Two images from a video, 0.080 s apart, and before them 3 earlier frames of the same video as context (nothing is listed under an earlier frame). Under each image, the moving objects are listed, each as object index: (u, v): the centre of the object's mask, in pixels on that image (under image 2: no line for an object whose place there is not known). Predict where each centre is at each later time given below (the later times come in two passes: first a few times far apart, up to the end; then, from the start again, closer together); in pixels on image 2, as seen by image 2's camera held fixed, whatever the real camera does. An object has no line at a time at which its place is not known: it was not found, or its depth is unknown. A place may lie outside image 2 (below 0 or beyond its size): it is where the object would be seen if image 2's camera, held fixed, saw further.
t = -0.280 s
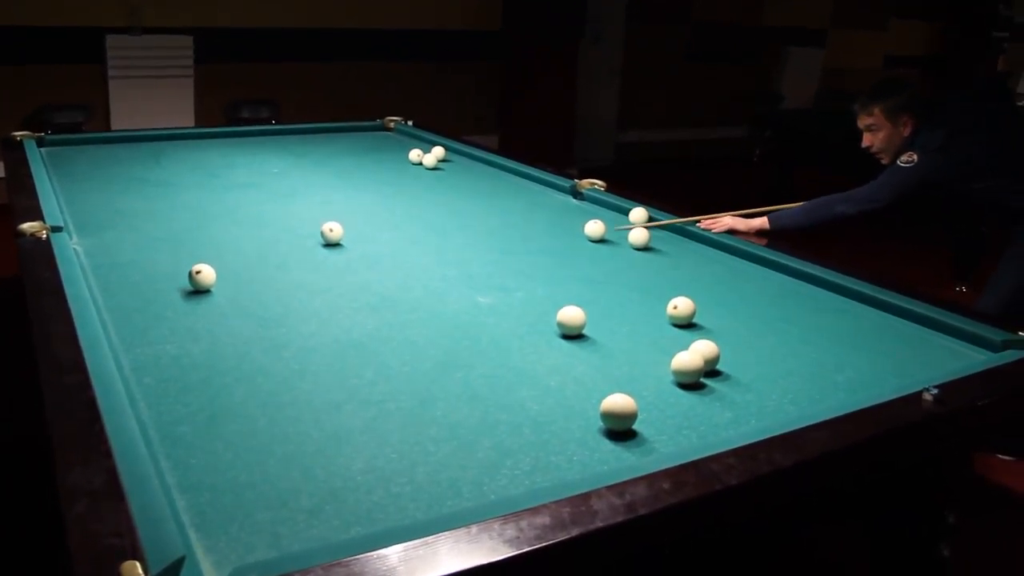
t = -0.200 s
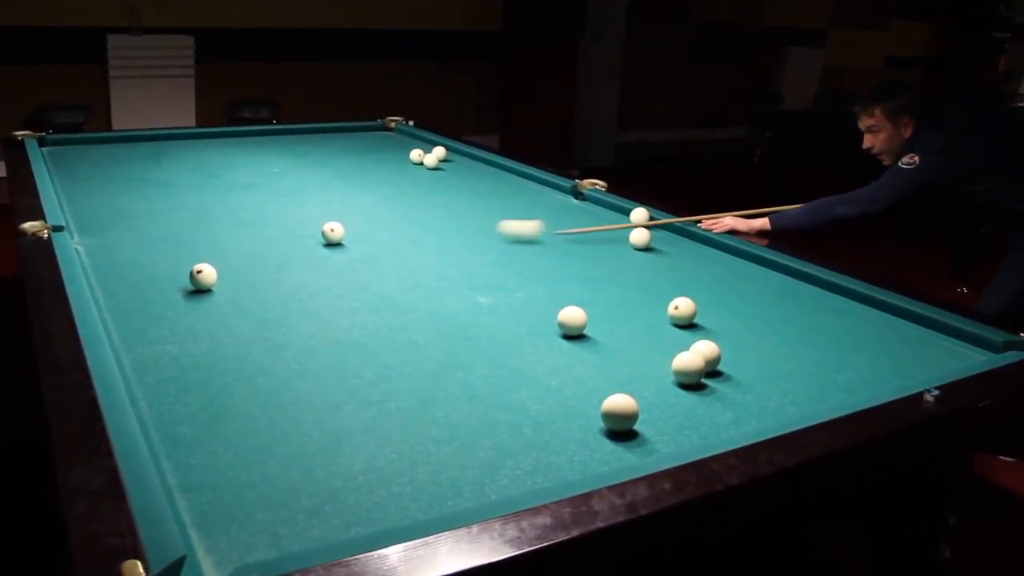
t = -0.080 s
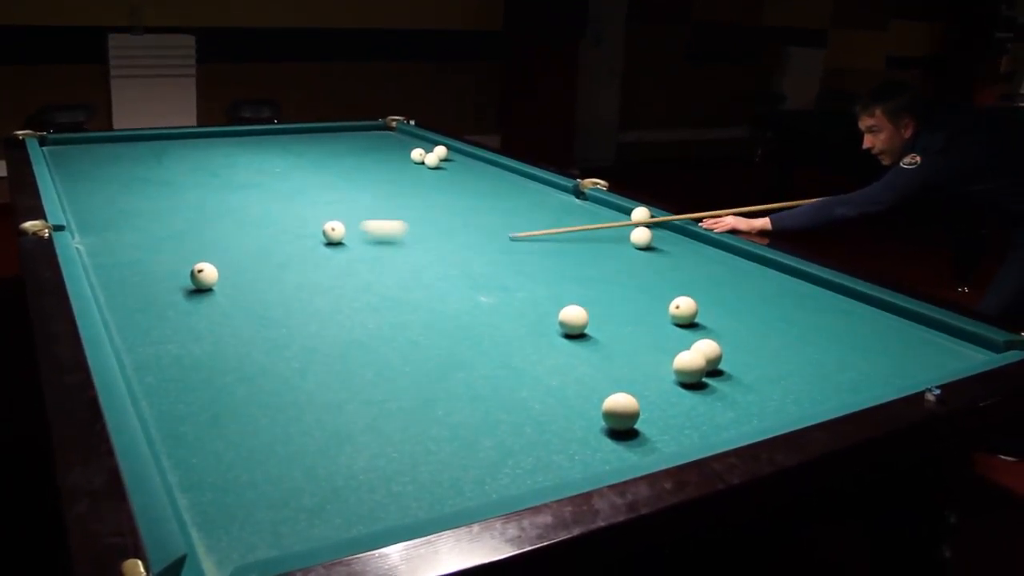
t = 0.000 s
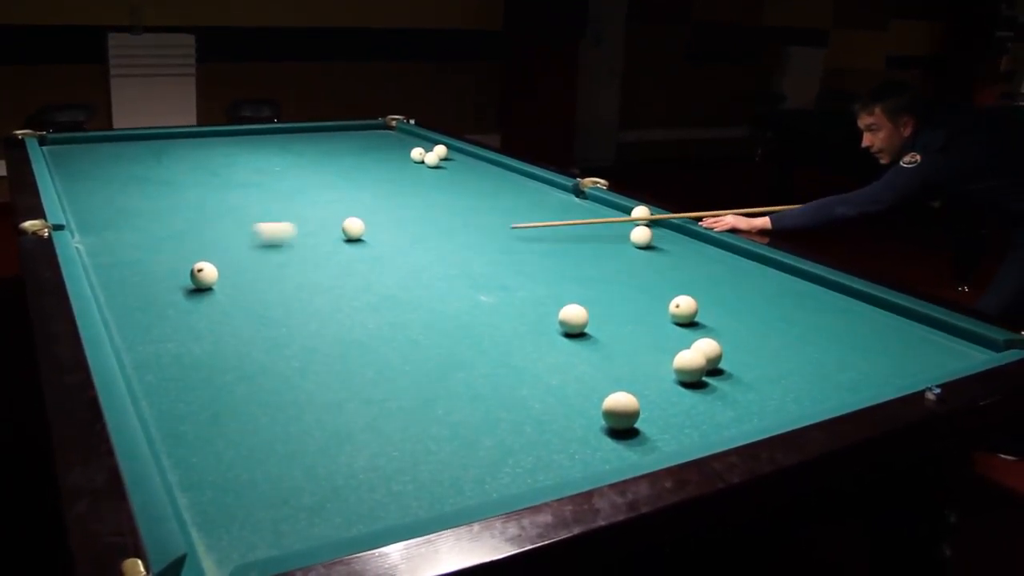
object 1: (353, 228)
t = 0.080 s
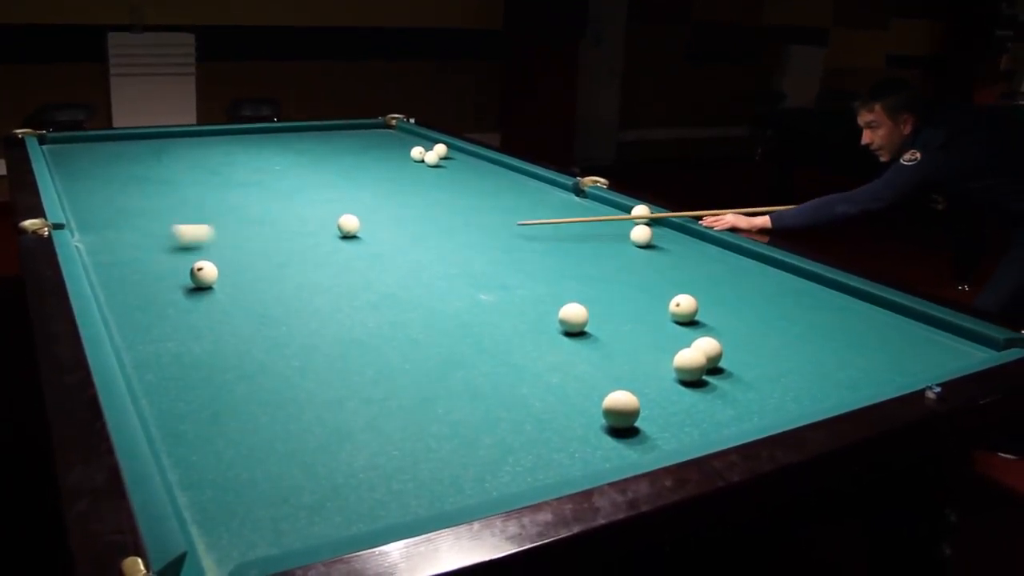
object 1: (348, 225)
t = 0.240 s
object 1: (340, 221)
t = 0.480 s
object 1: (327, 216)
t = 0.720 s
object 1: (342, 210)
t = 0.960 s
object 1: (397, 204)
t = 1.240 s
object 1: (451, 198)
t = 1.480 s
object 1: (494, 193)
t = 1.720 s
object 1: (533, 189)
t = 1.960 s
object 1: (562, 186)
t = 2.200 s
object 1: (546, 190)
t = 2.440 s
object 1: (529, 193)
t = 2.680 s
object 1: (513, 197)
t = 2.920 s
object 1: (497, 200)
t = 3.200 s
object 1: (478, 204)
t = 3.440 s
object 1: (462, 207)
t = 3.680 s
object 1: (446, 211)
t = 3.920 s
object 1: (430, 214)
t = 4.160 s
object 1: (414, 217)
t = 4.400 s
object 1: (399, 220)
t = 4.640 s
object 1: (383, 223)
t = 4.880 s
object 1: (369, 226)
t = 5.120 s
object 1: (357, 229)
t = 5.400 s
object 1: (341, 232)
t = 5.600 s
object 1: (330, 234)
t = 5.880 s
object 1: (316, 237)
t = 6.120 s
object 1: (306, 238)
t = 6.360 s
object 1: (296, 242)
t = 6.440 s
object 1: (293, 242)
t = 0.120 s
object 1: (346, 224)
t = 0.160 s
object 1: (344, 223)
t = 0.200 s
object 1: (342, 222)
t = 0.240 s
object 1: (340, 221)
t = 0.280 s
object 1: (337, 220)
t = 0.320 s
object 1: (335, 219)
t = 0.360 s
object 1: (333, 218)
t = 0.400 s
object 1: (332, 218)
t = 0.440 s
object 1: (329, 217)
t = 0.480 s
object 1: (327, 216)
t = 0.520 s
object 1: (326, 215)
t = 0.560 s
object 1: (324, 214)
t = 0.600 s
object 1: (322, 213)
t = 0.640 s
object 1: (320, 212)
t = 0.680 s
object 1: (330, 211)
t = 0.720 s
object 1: (342, 210)
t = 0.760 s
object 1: (354, 209)
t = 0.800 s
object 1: (363, 208)
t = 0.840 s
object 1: (372, 207)
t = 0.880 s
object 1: (380, 206)
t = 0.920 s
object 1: (389, 205)
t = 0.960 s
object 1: (397, 204)
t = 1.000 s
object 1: (405, 203)
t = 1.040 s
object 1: (413, 202)
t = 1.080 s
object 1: (421, 201)
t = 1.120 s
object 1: (429, 200)
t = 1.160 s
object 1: (437, 199)
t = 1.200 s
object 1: (444, 199)
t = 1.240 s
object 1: (451, 198)
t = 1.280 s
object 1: (459, 197)
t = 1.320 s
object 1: (466, 196)
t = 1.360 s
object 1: (473, 196)
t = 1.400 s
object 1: (480, 195)
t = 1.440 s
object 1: (487, 194)
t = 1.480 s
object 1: (494, 193)
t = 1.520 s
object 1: (501, 193)
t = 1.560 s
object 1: (508, 192)
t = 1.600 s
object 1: (514, 191)
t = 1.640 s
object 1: (521, 191)
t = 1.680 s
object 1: (527, 190)
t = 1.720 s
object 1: (533, 189)
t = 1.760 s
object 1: (539, 188)
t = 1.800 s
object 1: (546, 188)
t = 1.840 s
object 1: (552, 187)
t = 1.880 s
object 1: (558, 186)
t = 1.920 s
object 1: (563, 186)
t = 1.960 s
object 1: (562, 186)
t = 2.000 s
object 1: (559, 187)
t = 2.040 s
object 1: (557, 188)
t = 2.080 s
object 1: (554, 188)
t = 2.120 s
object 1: (551, 189)
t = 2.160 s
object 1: (549, 189)
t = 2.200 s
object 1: (546, 190)
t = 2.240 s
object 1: (543, 190)
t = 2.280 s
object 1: (541, 191)
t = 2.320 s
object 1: (538, 191)
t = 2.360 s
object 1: (535, 192)
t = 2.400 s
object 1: (532, 193)
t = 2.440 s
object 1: (529, 193)
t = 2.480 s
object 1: (527, 194)
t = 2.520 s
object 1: (524, 195)
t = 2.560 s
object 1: (521, 195)
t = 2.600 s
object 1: (519, 195)
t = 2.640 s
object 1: (516, 196)
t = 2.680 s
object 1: (513, 197)
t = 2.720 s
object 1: (511, 197)
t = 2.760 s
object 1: (508, 198)
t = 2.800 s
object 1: (505, 199)
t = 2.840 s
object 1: (502, 199)
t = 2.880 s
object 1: (500, 199)
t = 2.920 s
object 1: (497, 200)
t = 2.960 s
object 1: (494, 200)
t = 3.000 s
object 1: (491, 201)
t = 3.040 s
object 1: (488, 201)
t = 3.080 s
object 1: (486, 202)
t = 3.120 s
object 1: (483, 203)
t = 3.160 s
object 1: (480, 203)
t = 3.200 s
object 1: (478, 204)
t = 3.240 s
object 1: (475, 204)
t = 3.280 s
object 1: (472, 205)
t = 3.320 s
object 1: (470, 206)
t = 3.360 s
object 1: (467, 206)
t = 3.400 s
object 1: (464, 207)
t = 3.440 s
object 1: (462, 207)
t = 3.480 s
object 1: (459, 208)
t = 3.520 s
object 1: (456, 208)
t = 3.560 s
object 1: (454, 209)
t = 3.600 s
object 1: (451, 210)
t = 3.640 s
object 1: (449, 210)
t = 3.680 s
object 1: (446, 211)
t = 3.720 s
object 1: (443, 211)
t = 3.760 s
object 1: (441, 212)
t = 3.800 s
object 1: (438, 212)
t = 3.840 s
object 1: (435, 213)
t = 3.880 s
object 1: (433, 213)
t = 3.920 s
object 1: (430, 214)
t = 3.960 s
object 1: (428, 215)
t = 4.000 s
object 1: (425, 215)
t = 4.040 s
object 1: (422, 216)
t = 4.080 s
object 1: (420, 216)
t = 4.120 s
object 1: (417, 217)
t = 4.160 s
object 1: (414, 217)
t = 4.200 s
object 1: (412, 217)
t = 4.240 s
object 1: (409, 218)
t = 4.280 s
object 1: (406, 219)
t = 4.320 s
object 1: (404, 219)
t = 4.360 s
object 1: (401, 220)
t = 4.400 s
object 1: (399, 220)
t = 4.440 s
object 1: (396, 221)
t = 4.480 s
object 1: (393, 221)
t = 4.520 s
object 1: (390, 222)
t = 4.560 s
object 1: (388, 222)
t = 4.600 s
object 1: (386, 223)
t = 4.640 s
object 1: (383, 223)
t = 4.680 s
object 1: (381, 224)
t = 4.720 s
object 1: (378, 224)
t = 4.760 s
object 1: (376, 225)
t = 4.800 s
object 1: (374, 225)
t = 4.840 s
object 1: (371, 226)
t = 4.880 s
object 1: (369, 226)
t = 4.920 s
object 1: (366, 227)
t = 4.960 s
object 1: (364, 227)
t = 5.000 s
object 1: (362, 228)
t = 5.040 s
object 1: (360, 228)
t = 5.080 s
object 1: (359, 228)
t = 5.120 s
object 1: (357, 229)
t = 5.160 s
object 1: (354, 230)
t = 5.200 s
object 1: (352, 231)
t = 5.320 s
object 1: (346, 231)
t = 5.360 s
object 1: (344, 232)
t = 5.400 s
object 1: (341, 232)
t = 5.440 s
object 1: (339, 233)
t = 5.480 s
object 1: (337, 233)
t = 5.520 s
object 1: (334, 233)
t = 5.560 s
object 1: (332, 234)
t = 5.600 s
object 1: (330, 234)
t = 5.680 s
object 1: (325, 235)
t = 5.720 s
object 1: (324, 236)
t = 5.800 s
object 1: (320, 237)
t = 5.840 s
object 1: (318, 237)
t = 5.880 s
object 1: (316, 237)
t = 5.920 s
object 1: (314, 238)
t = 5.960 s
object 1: (312, 238)
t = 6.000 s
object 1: (311, 237)
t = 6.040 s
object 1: (309, 238)
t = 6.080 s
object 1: (308, 238)
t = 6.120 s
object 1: (306, 238)
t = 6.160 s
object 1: (305, 237)
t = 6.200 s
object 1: (303, 238)
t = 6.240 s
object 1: (301, 241)
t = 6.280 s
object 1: (299, 242)
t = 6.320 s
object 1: (298, 242)
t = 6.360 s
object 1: (296, 242)
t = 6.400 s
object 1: (295, 242)
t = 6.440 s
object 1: (293, 242)
